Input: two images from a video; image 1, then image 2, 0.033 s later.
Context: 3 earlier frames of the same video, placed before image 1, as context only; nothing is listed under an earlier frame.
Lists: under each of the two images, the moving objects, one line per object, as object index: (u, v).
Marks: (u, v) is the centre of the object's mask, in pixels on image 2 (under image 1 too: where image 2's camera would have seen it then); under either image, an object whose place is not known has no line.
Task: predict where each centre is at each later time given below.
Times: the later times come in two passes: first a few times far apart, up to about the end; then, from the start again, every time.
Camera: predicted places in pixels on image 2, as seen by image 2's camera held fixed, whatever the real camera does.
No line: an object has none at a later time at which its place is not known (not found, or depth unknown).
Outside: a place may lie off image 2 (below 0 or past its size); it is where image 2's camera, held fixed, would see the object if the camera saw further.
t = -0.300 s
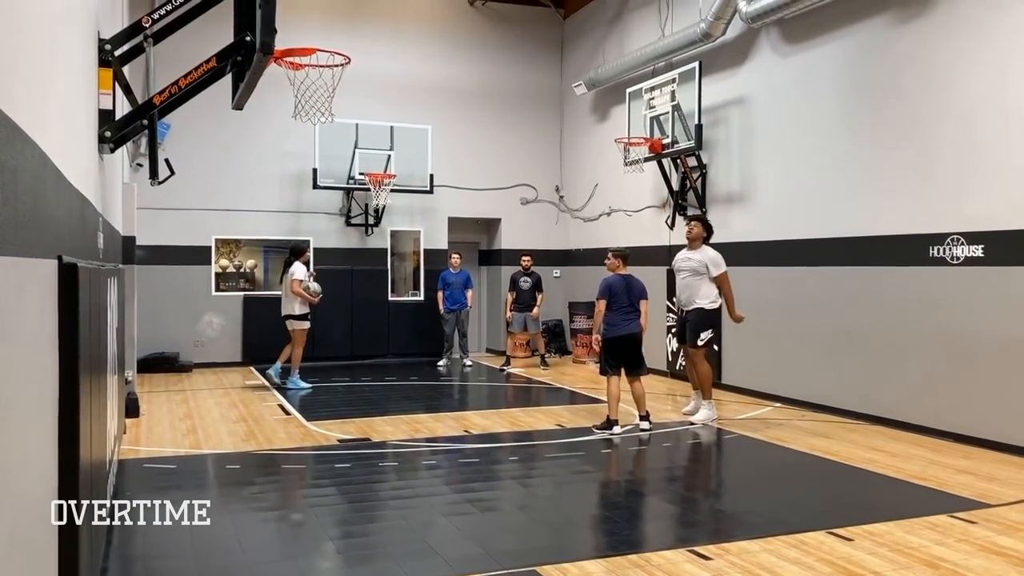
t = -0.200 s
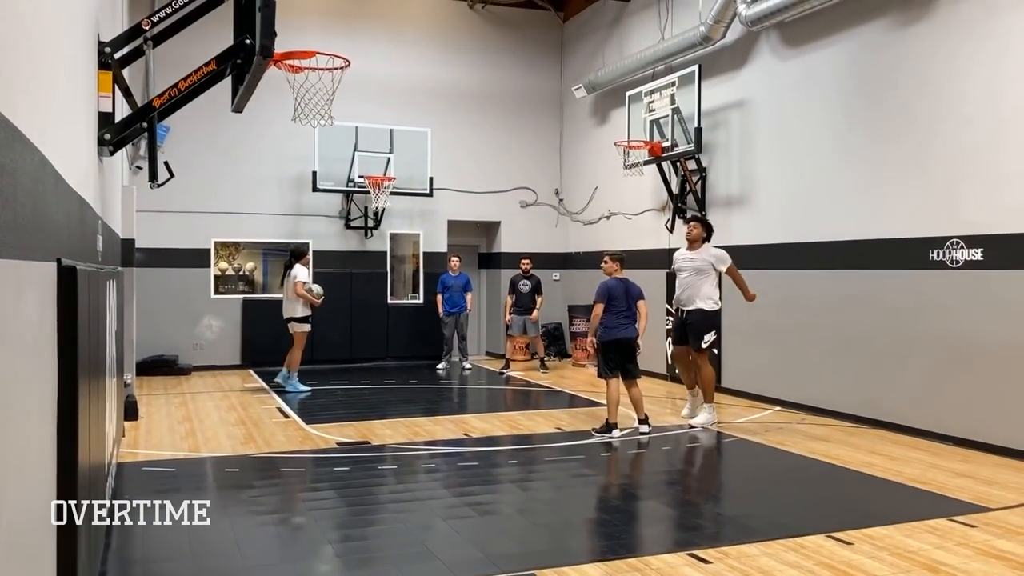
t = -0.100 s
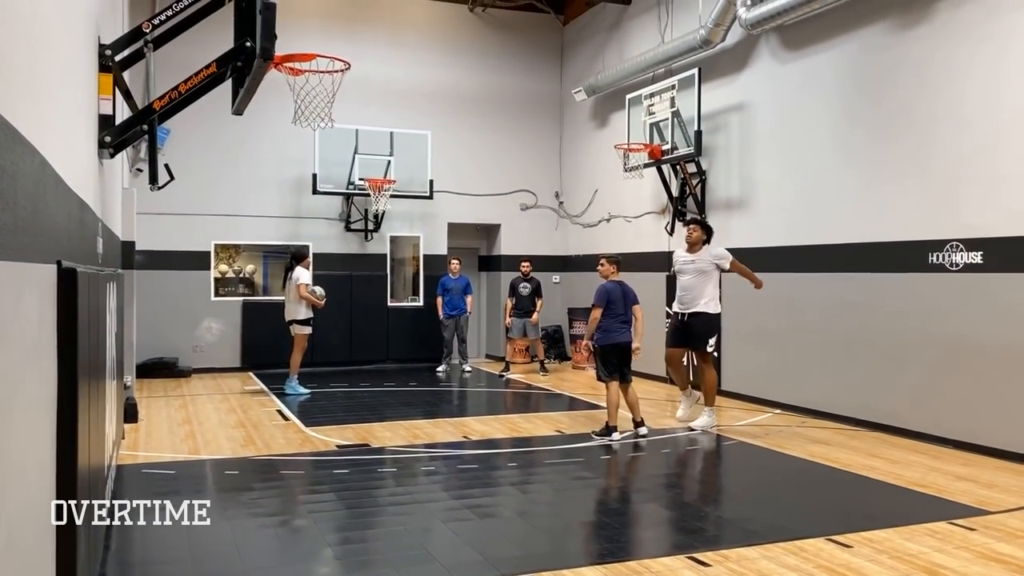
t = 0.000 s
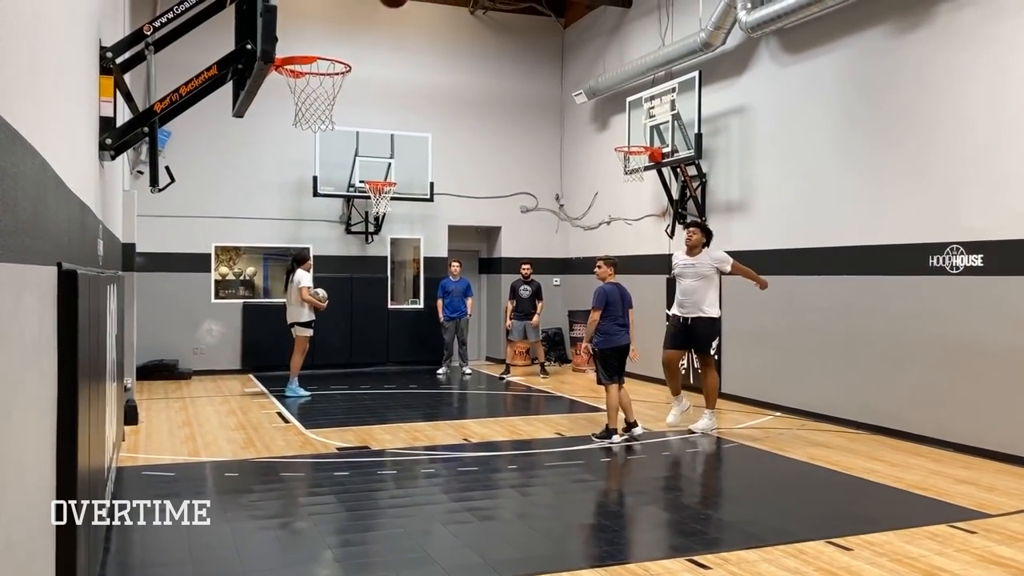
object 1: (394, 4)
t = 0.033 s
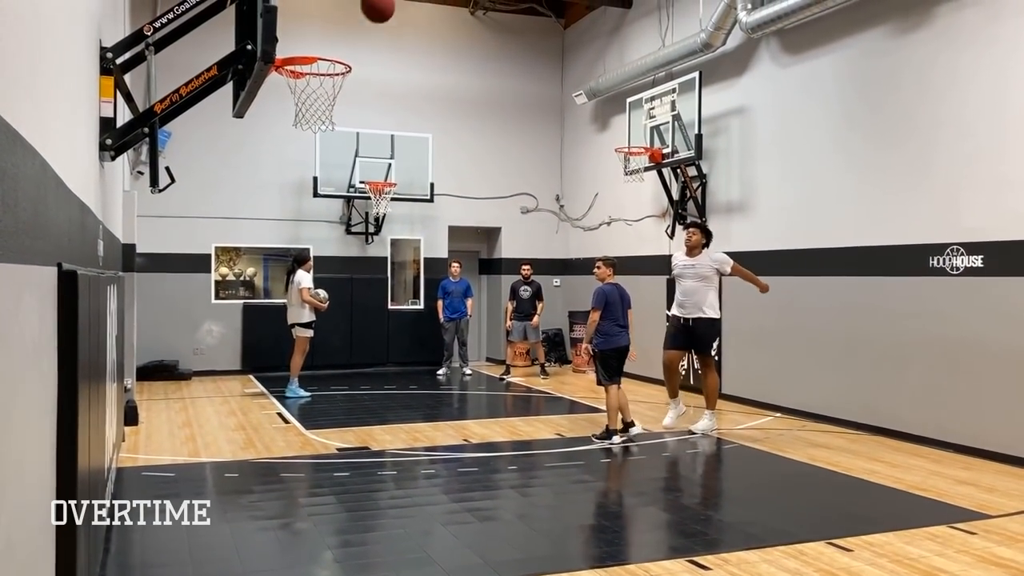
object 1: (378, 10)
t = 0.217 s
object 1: (301, 68)
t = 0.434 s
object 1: (336, 85)
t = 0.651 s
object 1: (306, 118)
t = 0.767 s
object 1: (286, 163)
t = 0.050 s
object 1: (369, 14)
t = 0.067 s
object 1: (362, 21)
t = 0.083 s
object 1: (353, 30)
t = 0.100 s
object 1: (345, 39)
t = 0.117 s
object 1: (337, 47)
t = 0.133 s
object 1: (330, 54)
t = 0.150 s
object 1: (322, 57)
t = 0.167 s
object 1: (316, 59)
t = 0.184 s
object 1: (306, 65)
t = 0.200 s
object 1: (301, 65)
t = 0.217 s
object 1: (301, 68)
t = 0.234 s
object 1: (301, 71)
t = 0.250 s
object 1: (301, 75)
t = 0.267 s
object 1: (305, 76)
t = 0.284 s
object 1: (311, 76)
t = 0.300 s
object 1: (316, 76)
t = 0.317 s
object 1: (322, 77)
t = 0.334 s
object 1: (326, 77)
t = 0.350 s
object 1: (329, 78)
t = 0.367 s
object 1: (332, 79)
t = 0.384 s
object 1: (334, 80)
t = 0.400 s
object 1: (335, 82)
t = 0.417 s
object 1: (337, 83)
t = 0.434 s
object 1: (336, 85)
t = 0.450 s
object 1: (335, 86)
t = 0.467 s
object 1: (334, 89)
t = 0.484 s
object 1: (333, 90)
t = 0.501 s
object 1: (330, 91)
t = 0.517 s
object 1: (328, 92)
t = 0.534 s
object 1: (325, 93)
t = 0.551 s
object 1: (321, 102)
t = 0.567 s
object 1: (319, 103)
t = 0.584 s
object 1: (317, 104)
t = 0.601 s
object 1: (314, 107)
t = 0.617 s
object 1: (311, 110)
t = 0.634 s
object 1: (309, 113)
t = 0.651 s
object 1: (306, 118)
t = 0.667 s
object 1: (303, 123)
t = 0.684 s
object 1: (300, 128)
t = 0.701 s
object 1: (297, 134)
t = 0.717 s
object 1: (294, 141)
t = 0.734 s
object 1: (292, 147)
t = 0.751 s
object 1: (289, 155)
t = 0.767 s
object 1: (286, 163)
